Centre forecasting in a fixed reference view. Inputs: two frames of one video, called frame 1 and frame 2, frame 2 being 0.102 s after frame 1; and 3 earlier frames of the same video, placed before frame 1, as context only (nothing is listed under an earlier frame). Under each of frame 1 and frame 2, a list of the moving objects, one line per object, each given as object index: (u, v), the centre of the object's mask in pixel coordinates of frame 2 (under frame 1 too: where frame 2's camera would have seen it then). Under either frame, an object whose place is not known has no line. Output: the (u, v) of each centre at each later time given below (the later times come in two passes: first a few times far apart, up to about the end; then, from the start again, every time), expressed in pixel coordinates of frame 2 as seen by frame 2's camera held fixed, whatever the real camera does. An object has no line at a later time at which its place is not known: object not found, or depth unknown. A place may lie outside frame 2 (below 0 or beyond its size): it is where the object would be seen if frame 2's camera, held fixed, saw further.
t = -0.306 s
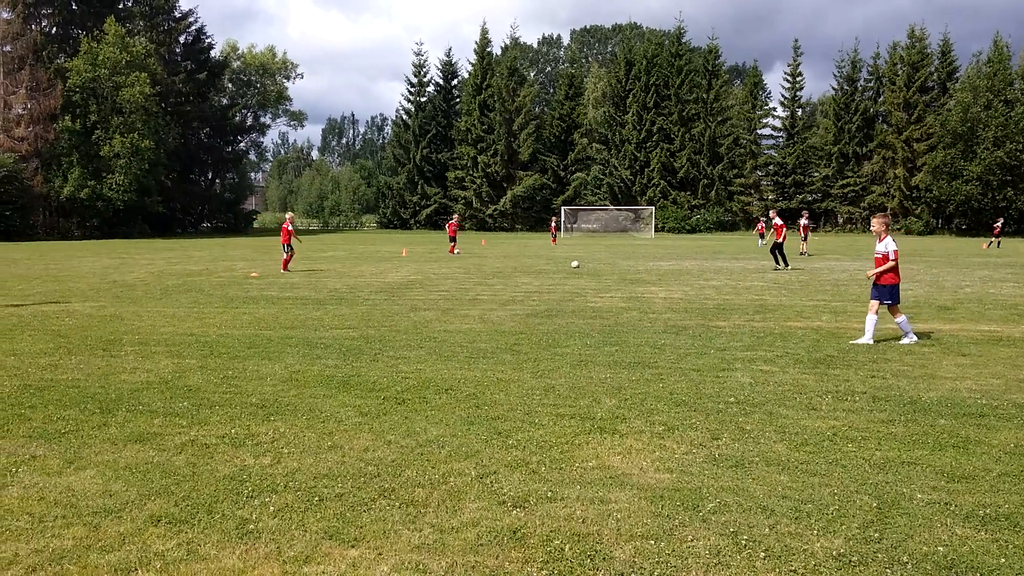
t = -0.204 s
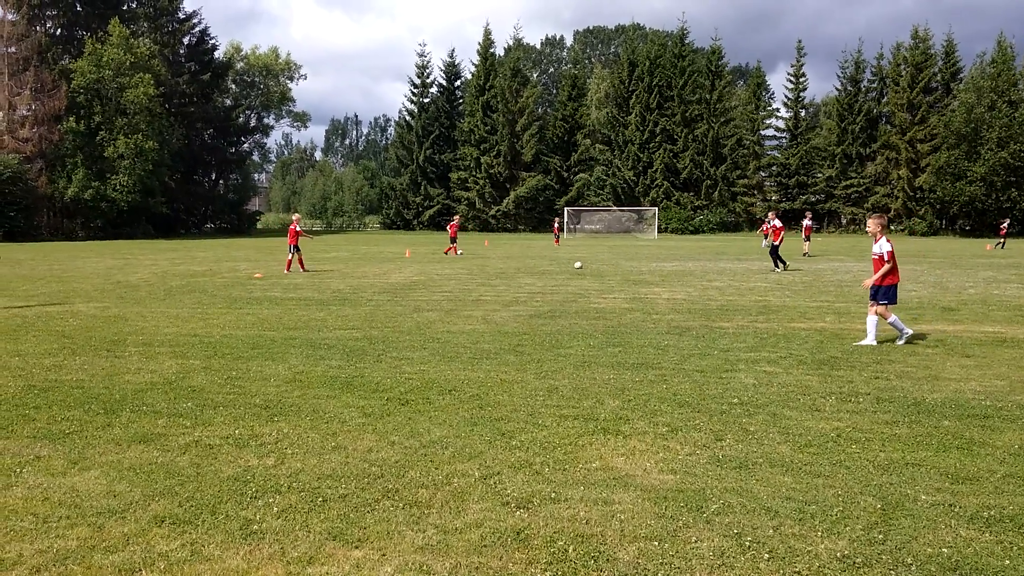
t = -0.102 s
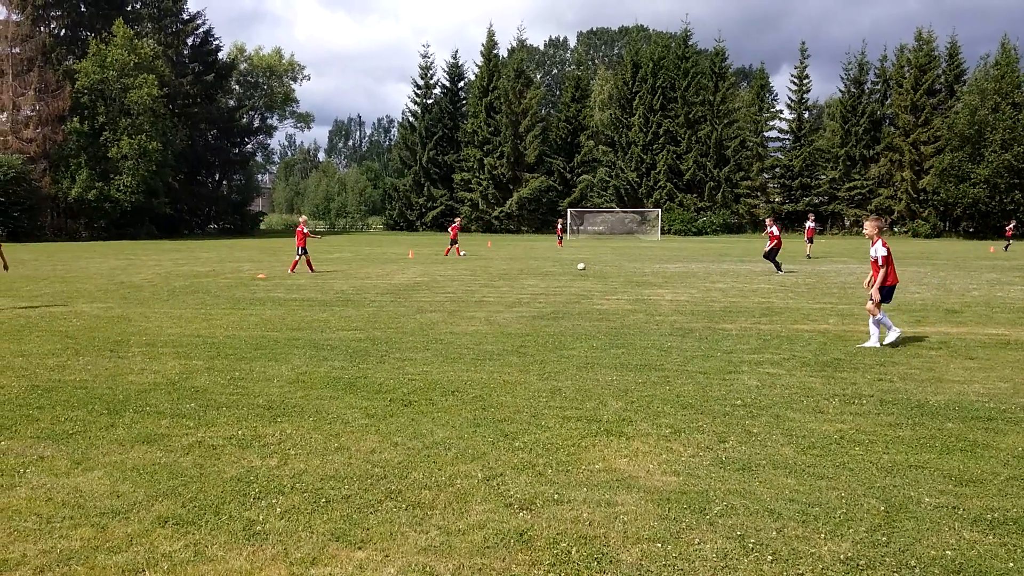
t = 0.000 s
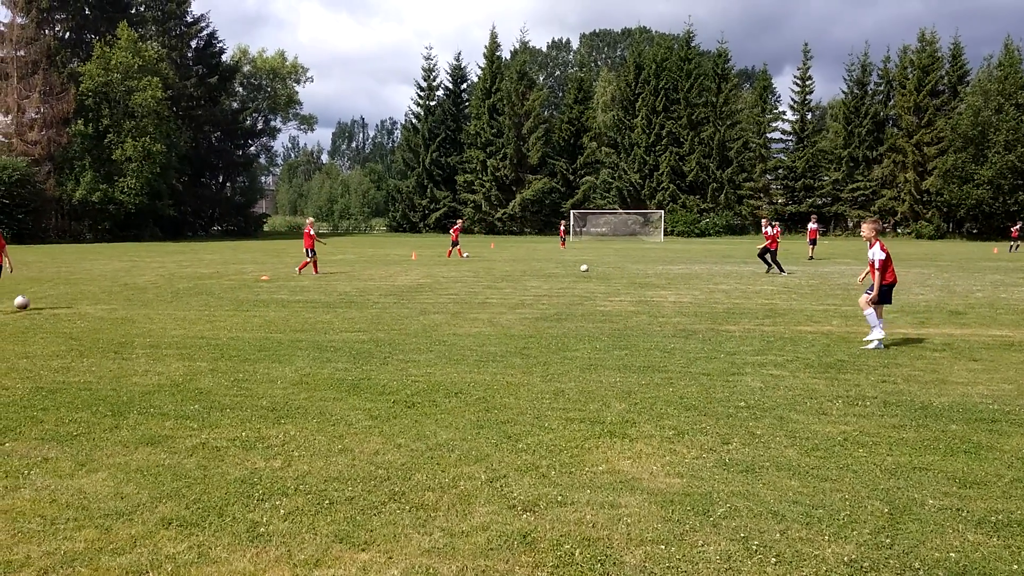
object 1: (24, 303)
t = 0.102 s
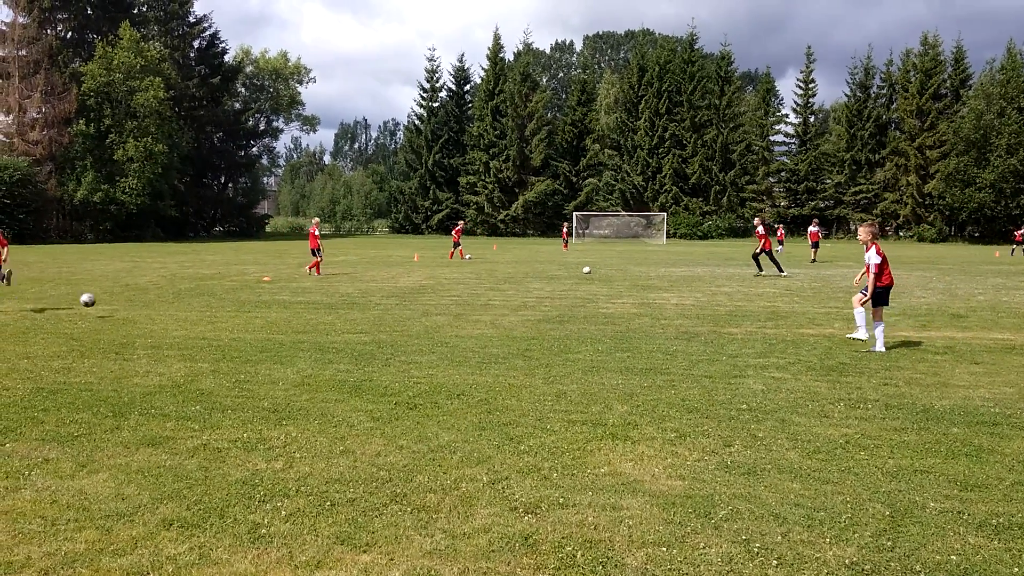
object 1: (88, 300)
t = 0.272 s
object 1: (202, 313)
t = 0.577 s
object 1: (358, 305)
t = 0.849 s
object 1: (486, 314)
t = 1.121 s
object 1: (604, 326)
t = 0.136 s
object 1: (110, 301)
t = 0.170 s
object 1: (132, 302)
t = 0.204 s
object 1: (156, 305)
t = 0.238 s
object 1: (179, 308)
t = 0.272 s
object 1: (202, 313)
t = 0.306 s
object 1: (225, 317)
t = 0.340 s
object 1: (242, 315)
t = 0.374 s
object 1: (258, 310)
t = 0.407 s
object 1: (275, 307)
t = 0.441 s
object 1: (292, 305)
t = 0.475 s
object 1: (308, 304)
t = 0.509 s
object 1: (325, 303)
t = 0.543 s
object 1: (342, 304)
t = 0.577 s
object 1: (358, 305)
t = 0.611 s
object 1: (376, 307)
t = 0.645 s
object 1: (392, 311)
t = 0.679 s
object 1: (409, 315)
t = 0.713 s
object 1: (426, 320)
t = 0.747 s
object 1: (443, 324)
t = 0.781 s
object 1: (457, 321)
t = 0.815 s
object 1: (472, 317)
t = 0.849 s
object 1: (486, 314)
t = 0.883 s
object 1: (501, 312)
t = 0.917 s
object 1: (515, 311)
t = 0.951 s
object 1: (529, 311)
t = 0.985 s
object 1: (544, 312)
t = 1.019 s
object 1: (559, 314)
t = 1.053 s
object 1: (574, 317)
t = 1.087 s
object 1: (589, 321)
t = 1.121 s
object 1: (604, 326)
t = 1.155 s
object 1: (618, 330)
